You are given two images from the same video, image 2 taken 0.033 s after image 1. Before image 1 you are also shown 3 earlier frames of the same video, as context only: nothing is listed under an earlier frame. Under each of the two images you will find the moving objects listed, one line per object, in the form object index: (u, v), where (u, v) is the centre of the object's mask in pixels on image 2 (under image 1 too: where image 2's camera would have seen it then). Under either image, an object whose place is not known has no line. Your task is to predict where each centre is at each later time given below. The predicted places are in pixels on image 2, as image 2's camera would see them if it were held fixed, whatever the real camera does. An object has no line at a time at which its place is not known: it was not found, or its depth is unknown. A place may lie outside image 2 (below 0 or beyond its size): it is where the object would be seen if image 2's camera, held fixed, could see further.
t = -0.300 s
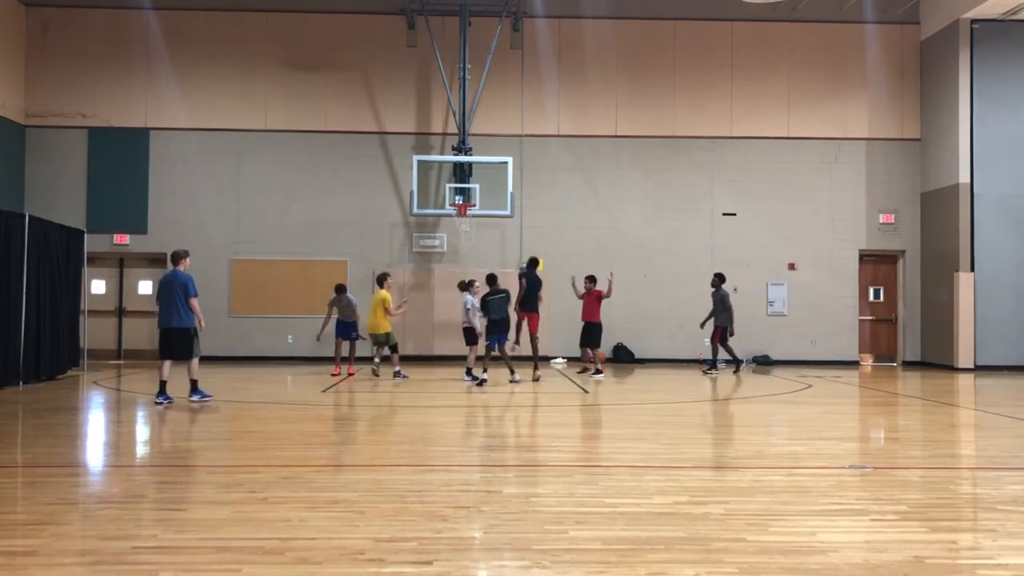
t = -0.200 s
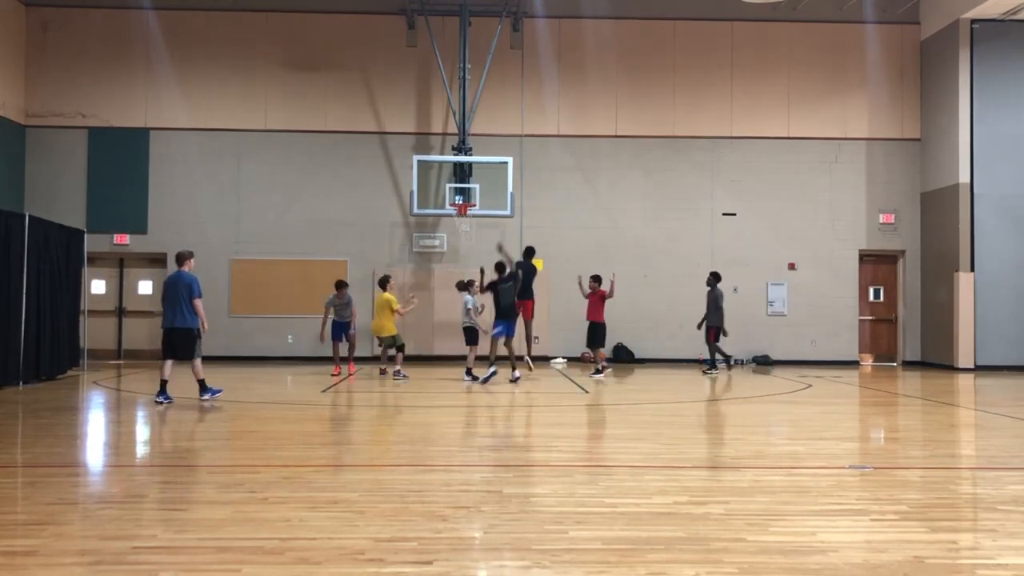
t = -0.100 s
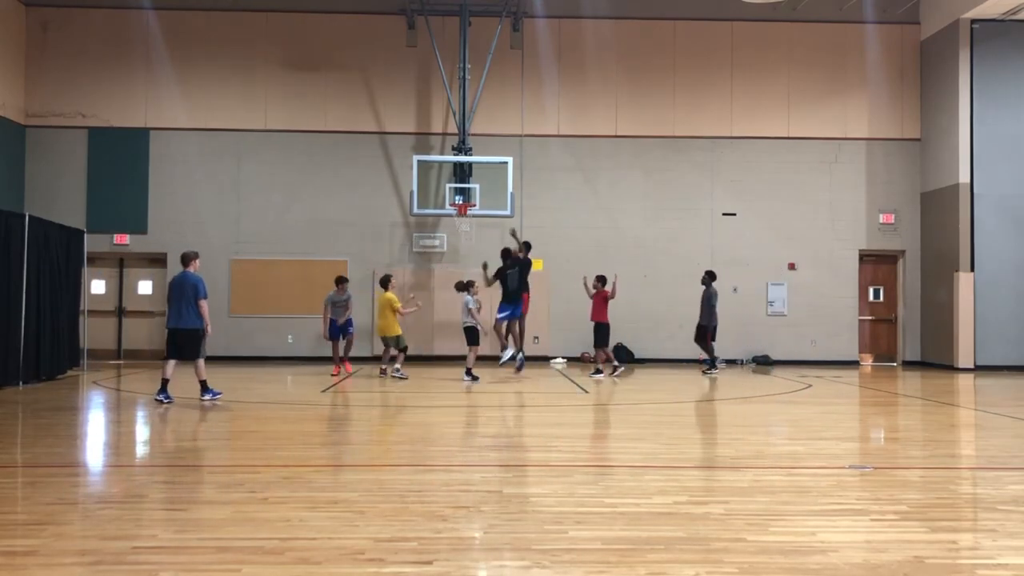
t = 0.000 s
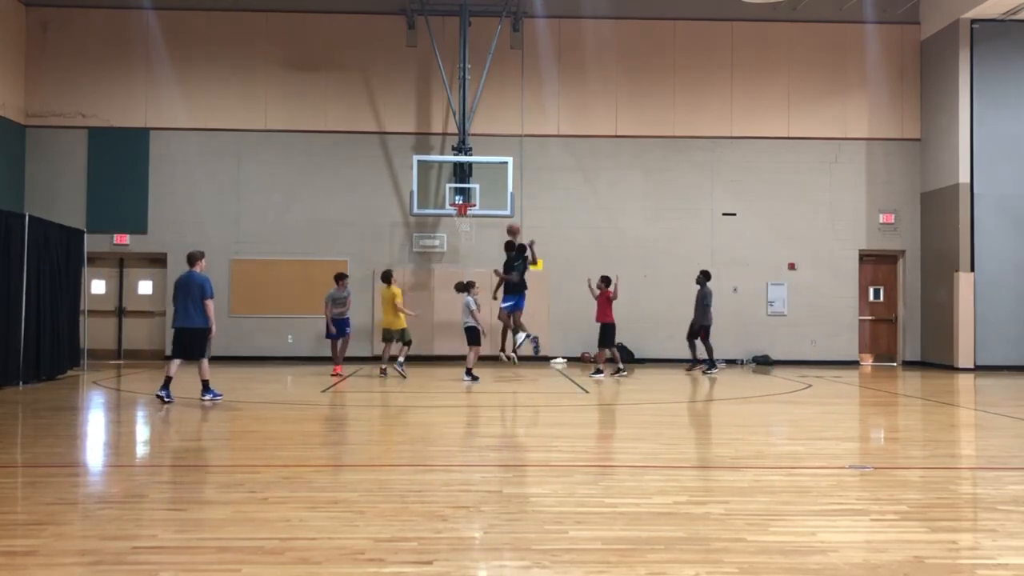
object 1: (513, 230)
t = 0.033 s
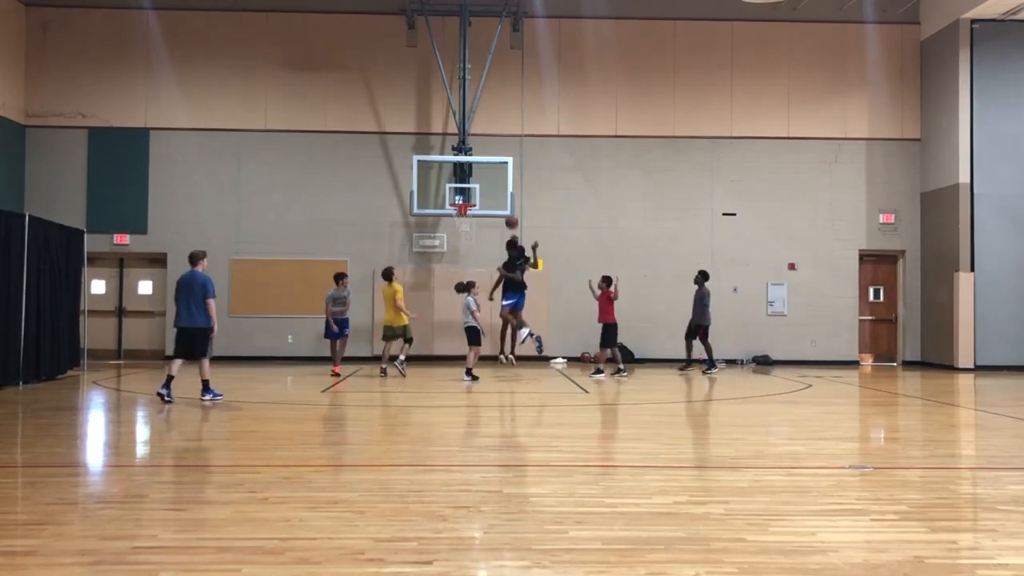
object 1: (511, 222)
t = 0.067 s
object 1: (510, 215)
